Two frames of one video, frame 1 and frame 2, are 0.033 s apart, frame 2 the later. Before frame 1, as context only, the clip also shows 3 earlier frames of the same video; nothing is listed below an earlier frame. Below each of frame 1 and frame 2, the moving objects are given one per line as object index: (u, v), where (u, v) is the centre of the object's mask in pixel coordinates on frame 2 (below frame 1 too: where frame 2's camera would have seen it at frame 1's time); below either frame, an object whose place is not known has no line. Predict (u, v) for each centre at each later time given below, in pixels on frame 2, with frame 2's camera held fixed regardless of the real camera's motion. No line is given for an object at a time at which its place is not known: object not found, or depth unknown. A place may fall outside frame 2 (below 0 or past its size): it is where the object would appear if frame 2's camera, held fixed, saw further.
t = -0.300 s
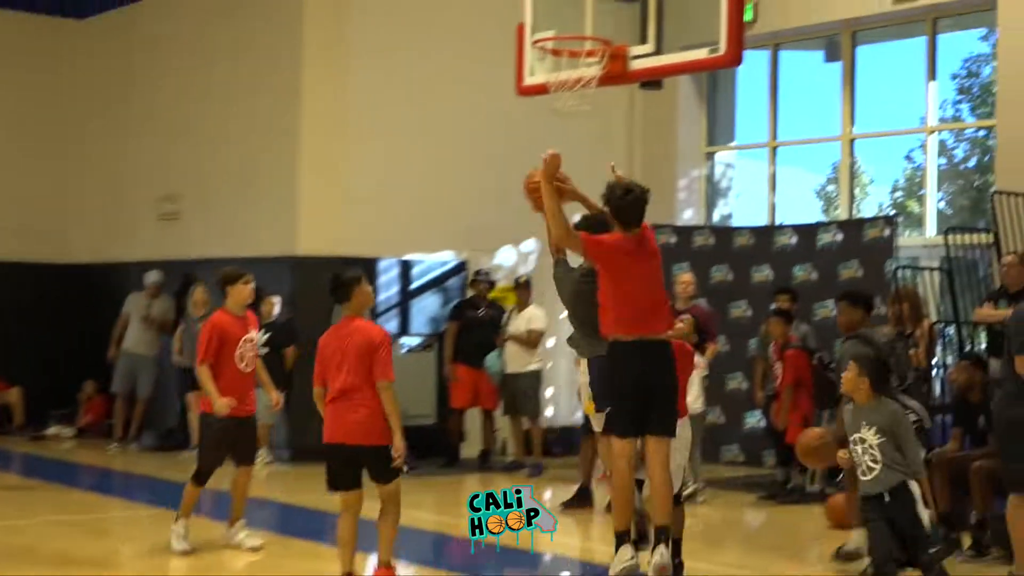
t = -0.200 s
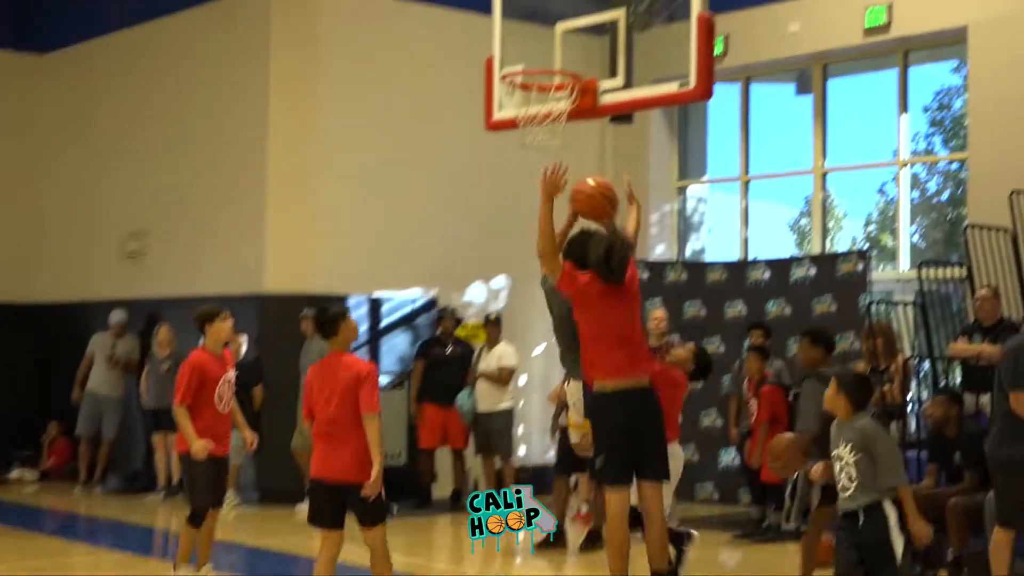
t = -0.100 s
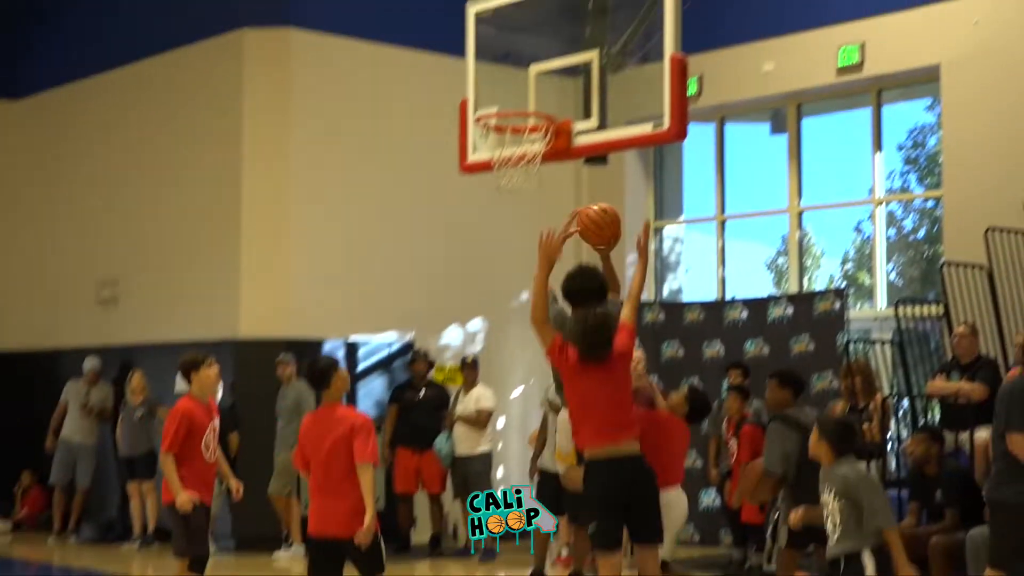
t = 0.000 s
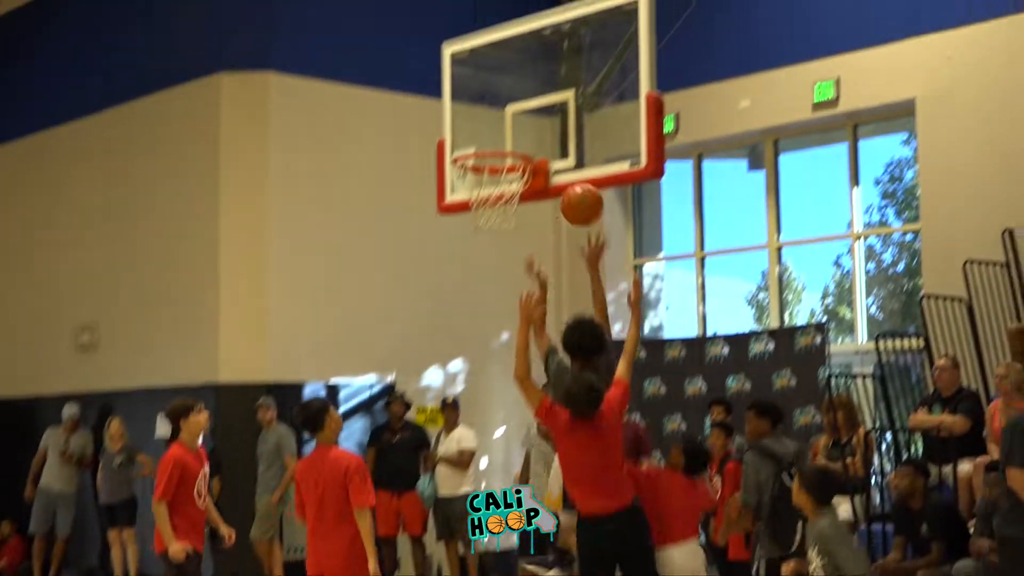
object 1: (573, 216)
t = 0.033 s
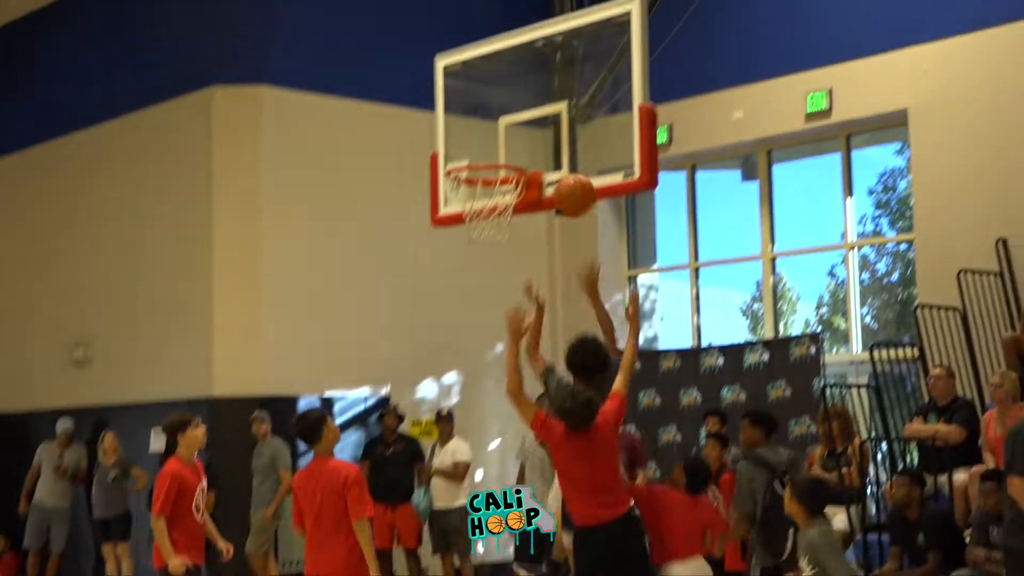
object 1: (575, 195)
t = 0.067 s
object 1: (574, 175)
